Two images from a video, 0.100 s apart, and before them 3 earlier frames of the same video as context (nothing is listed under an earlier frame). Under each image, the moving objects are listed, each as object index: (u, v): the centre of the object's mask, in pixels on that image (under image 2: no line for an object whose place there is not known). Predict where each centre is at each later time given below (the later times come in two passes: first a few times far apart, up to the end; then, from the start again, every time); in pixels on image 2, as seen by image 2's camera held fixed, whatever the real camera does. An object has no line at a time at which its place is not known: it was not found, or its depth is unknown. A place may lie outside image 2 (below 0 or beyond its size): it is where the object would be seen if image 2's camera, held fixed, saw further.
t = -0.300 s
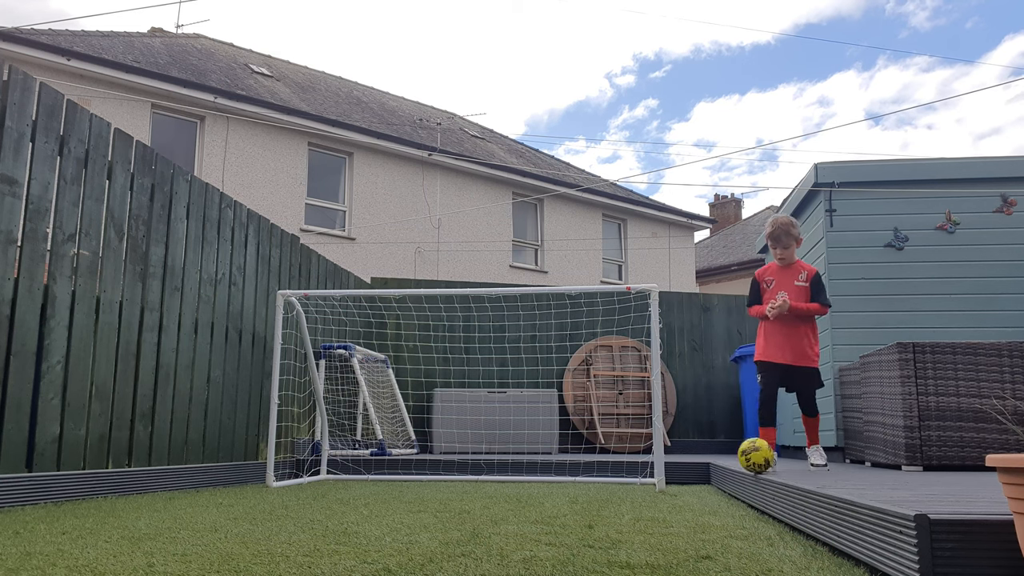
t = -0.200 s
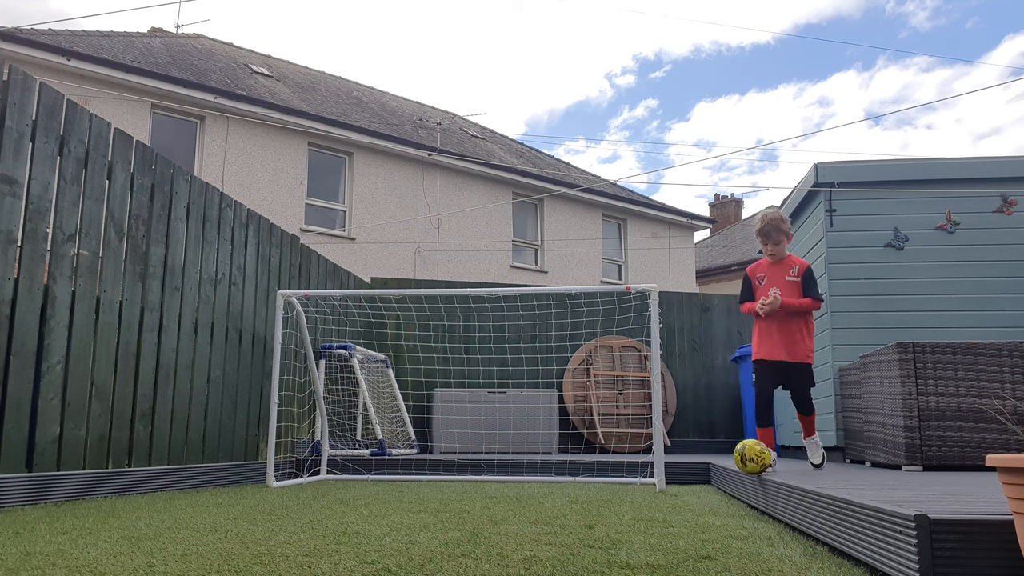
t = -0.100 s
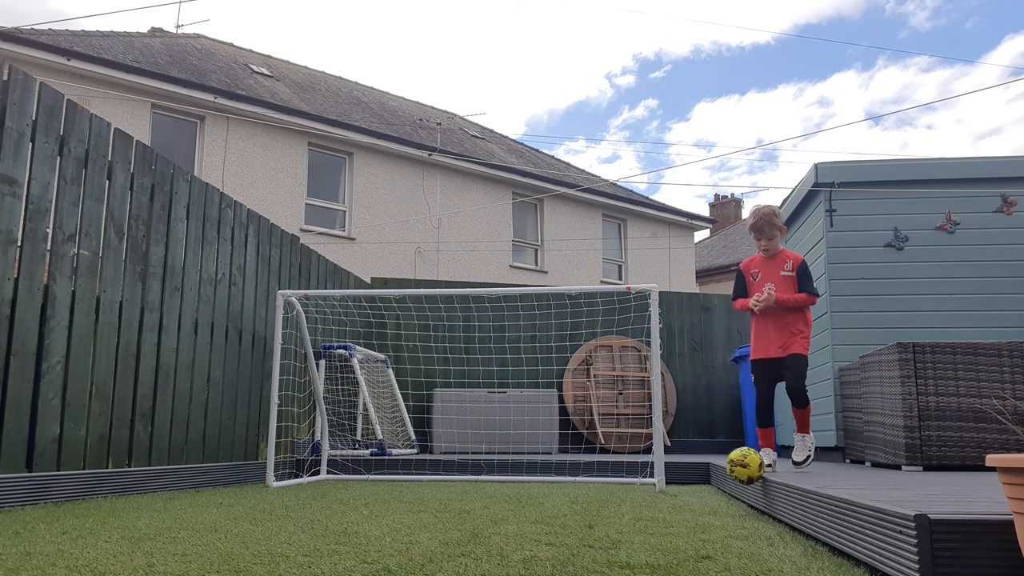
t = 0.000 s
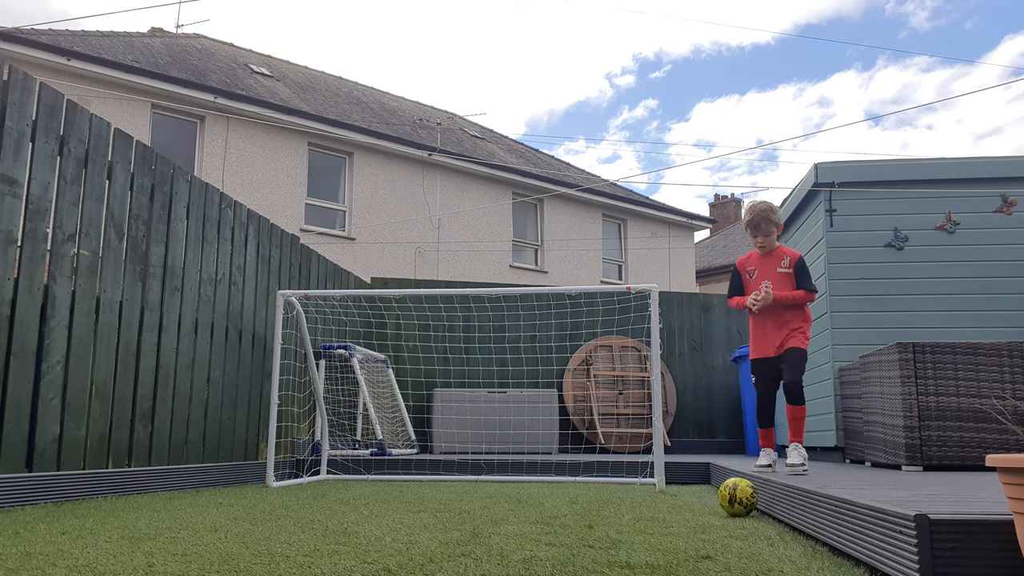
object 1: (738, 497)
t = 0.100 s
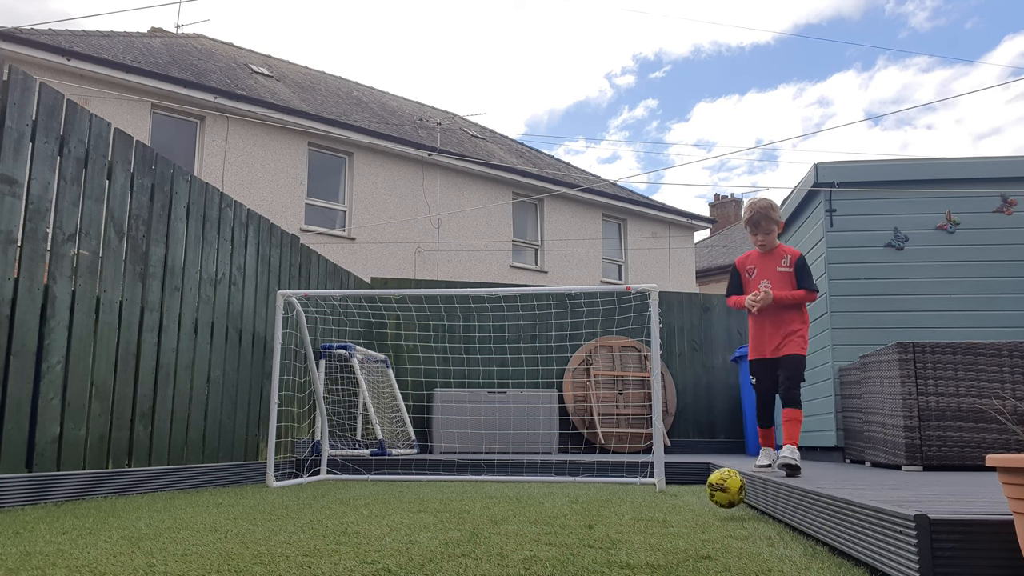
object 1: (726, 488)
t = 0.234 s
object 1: (711, 503)
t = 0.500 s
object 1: (668, 506)
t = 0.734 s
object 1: (624, 509)
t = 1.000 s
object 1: (571, 513)
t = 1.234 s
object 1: (520, 516)
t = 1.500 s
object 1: (464, 520)
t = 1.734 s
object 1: (414, 522)
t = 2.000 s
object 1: (362, 523)
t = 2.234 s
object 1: (325, 525)
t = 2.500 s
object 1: (288, 525)
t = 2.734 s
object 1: (264, 524)
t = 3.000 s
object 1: (248, 524)
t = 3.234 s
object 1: (241, 524)
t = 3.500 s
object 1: (236, 523)
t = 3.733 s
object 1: (237, 523)
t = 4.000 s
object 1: (238, 523)
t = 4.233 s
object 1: (238, 523)
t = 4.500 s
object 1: (238, 523)
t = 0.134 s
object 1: (722, 487)
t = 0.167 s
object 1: (718, 489)
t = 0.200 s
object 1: (715, 495)
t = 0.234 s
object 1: (711, 503)
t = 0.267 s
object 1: (706, 501)
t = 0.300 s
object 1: (701, 498)
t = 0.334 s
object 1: (695, 499)
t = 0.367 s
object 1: (690, 502)
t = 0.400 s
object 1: (685, 505)
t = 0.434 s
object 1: (679, 503)
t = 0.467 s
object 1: (674, 505)
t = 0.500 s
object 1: (668, 506)
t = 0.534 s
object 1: (662, 505)
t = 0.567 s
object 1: (656, 506)
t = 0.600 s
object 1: (650, 508)
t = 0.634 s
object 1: (644, 508)
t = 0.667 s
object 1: (638, 508)
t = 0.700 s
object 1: (631, 510)
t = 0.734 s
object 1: (624, 509)
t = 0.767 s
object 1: (618, 509)
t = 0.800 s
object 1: (612, 511)
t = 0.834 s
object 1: (605, 511)
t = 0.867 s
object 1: (599, 511)
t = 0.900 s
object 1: (592, 512)
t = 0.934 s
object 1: (585, 513)
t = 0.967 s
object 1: (578, 513)
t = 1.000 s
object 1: (571, 513)
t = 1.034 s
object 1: (564, 513)
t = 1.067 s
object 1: (557, 514)
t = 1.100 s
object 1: (550, 515)
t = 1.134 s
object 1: (542, 515)
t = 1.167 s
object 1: (535, 516)
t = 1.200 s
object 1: (528, 517)
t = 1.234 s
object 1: (520, 516)
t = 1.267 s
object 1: (513, 516)
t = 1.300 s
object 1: (506, 516)
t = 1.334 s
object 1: (499, 517)
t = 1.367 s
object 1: (492, 517)
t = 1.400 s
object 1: (485, 518)
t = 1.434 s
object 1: (477, 518)
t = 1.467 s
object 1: (471, 519)
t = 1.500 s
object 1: (464, 520)
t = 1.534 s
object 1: (456, 520)
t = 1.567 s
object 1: (449, 520)
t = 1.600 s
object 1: (442, 520)
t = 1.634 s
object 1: (435, 520)
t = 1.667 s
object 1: (428, 521)
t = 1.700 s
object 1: (421, 521)
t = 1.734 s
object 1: (414, 522)
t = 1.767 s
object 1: (407, 523)
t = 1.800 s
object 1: (400, 523)
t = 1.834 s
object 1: (394, 523)
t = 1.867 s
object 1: (387, 523)
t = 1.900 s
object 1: (380, 523)
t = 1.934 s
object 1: (374, 523)
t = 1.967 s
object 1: (368, 524)
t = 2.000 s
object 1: (362, 523)
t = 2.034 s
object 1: (356, 524)
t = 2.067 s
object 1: (351, 524)
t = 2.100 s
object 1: (345, 524)
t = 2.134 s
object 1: (340, 524)
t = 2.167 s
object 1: (335, 524)
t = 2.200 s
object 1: (329, 525)
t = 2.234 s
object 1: (325, 525)
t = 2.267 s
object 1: (320, 525)
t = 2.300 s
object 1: (315, 525)
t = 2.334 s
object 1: (310, 525)
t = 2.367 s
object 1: (306, 525)
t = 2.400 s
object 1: (301, 525)
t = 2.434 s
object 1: (297, 525)
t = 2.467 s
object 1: (293, 526)
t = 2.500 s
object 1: (288, 525)
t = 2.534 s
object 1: (284, 525)
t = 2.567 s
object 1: (280, 525)
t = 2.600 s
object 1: (277, 525)
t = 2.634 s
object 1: (273, 524)
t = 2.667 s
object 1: (270, 524)
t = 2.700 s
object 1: (267, 524)
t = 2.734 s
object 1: (264, 524)
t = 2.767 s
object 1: (262, 525)
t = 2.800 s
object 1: (260, 524)
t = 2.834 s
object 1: (257, 524)
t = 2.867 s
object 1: (255, 524)
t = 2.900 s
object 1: (253, 524)
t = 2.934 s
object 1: (251, 524)
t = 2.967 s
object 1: (249, 525)
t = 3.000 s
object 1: (248, 524)
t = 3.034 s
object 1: (246, 524)
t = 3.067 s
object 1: (245, 524)
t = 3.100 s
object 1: (244, 524)
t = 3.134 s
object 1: (243, 524)
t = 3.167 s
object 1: (242, 524)
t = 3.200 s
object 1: (242, 524)
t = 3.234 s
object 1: (241, 524)
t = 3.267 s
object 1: (240, 523)
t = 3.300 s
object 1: (239, 524)
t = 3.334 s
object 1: (238, 523)
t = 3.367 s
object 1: (237, 523)
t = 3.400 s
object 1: (237, 523)
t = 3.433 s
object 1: (237, 523)
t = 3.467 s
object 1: (236, 523)
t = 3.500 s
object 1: (236, 523)
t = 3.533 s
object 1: (236, 523)
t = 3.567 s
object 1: (236, 523)
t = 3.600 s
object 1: (236, 523)
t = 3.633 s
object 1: (236, 523)
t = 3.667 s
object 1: (237, 523)
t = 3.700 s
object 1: (237, 523)
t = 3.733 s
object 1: (237, 523)
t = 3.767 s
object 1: (237, 523)
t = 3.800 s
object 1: (238, 523)
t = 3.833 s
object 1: (237, 523)
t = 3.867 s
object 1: (238, 523)
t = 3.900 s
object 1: (238, 523)
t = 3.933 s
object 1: (238, 523)
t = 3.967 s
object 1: (238, 523)
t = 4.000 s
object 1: (238, 523)
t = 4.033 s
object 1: (238, 523)
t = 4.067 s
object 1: (238, 523)
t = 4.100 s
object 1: (238, 523)
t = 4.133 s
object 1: (239, 523)
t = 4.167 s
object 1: (238, 523)
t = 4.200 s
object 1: (238, 523)
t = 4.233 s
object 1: (238, 523)
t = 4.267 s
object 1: (238, 523)
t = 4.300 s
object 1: (238, 523)
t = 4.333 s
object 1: (238, 523)
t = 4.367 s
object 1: (238, 523)
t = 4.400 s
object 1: (238, 523)
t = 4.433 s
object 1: (238, 523)
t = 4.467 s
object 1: (238, 523)
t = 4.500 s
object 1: (238, 523)
